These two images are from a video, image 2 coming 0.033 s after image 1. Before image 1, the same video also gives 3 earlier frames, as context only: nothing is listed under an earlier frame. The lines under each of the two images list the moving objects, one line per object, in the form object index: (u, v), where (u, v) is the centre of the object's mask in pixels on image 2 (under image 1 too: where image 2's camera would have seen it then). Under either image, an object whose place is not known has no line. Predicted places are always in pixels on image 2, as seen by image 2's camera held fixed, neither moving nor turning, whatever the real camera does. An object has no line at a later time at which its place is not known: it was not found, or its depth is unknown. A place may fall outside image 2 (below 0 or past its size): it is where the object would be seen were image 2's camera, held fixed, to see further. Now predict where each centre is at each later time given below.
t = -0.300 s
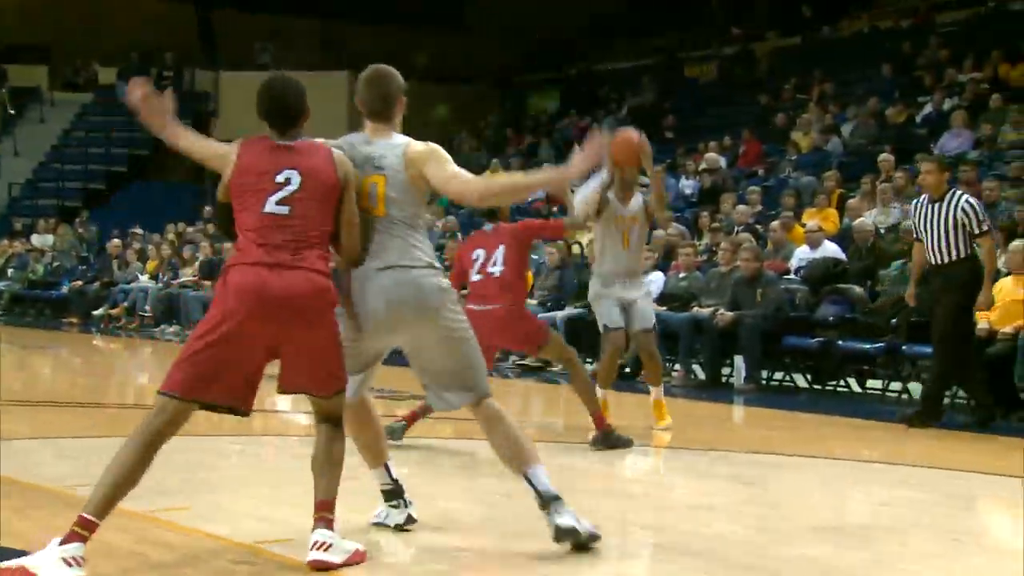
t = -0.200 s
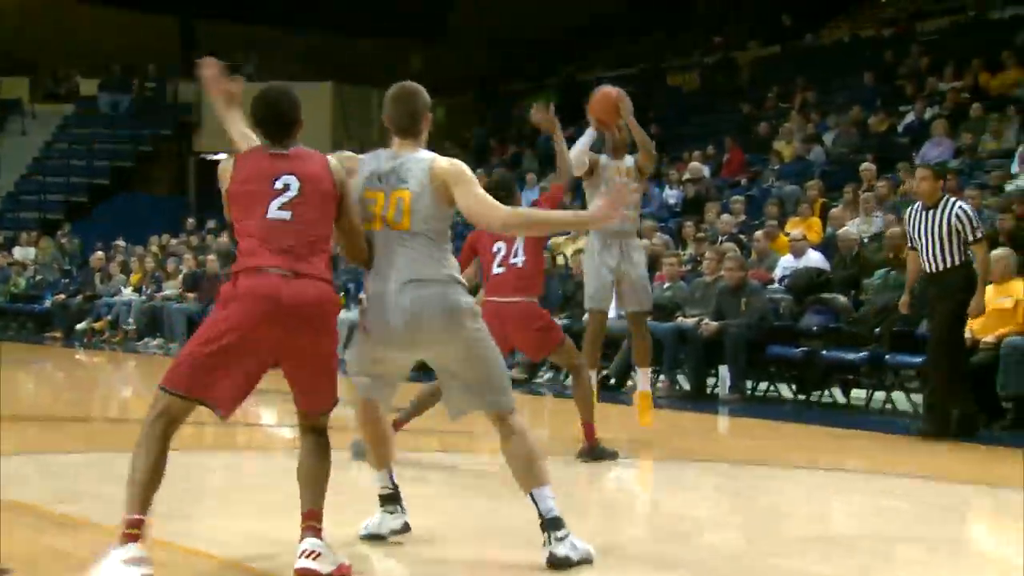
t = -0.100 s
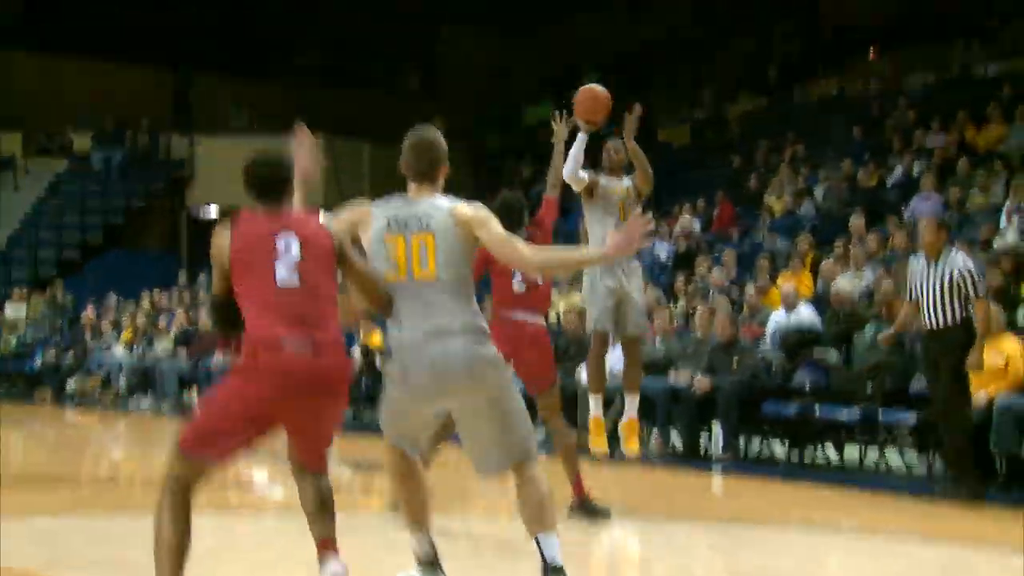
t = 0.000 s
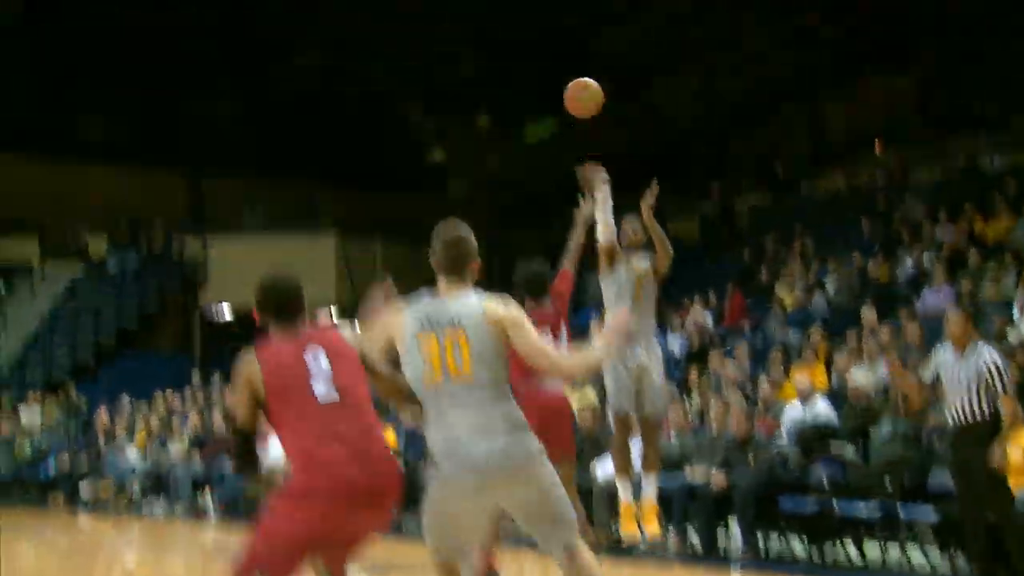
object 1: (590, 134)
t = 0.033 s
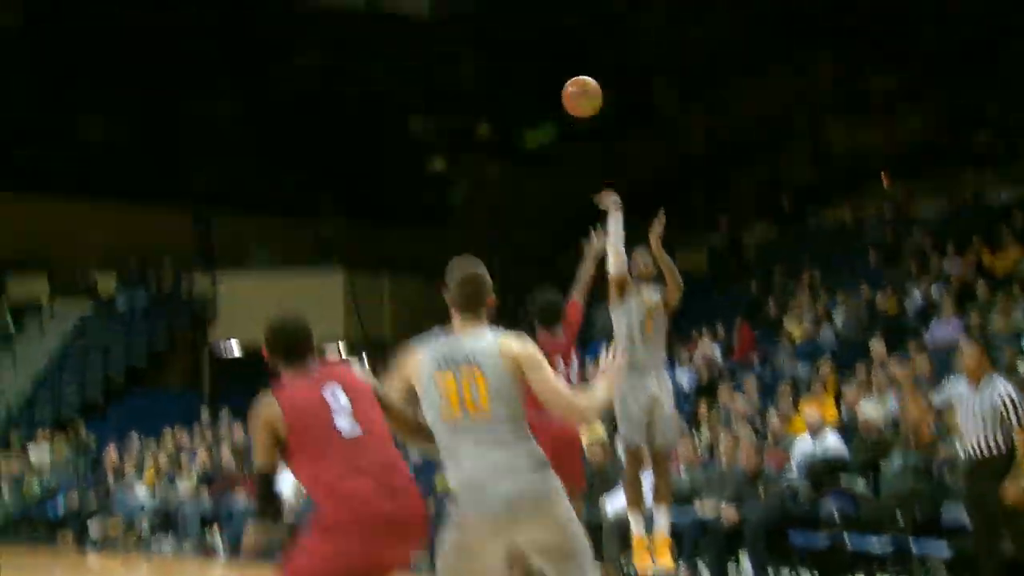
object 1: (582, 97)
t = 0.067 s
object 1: (574, 57)
